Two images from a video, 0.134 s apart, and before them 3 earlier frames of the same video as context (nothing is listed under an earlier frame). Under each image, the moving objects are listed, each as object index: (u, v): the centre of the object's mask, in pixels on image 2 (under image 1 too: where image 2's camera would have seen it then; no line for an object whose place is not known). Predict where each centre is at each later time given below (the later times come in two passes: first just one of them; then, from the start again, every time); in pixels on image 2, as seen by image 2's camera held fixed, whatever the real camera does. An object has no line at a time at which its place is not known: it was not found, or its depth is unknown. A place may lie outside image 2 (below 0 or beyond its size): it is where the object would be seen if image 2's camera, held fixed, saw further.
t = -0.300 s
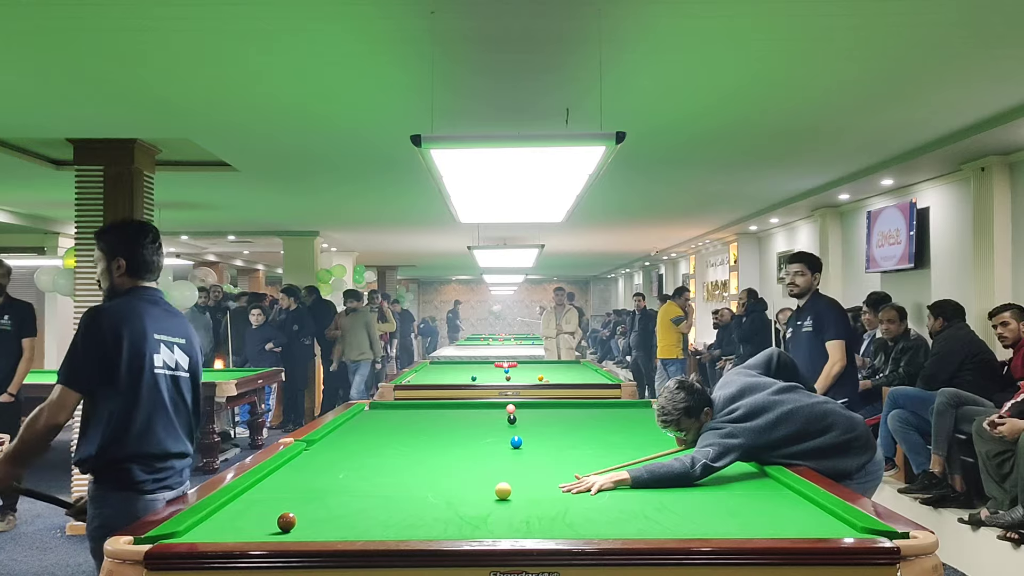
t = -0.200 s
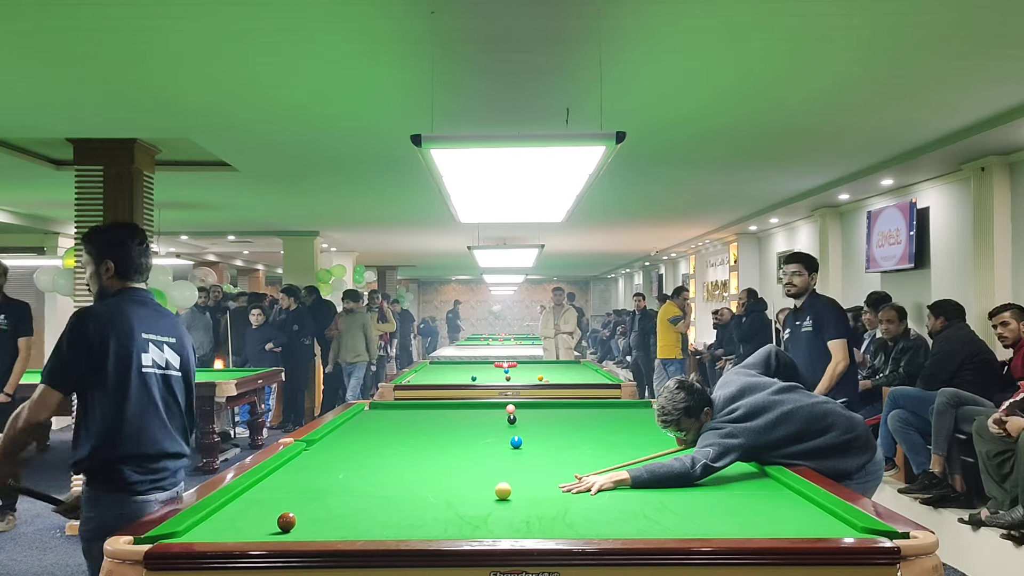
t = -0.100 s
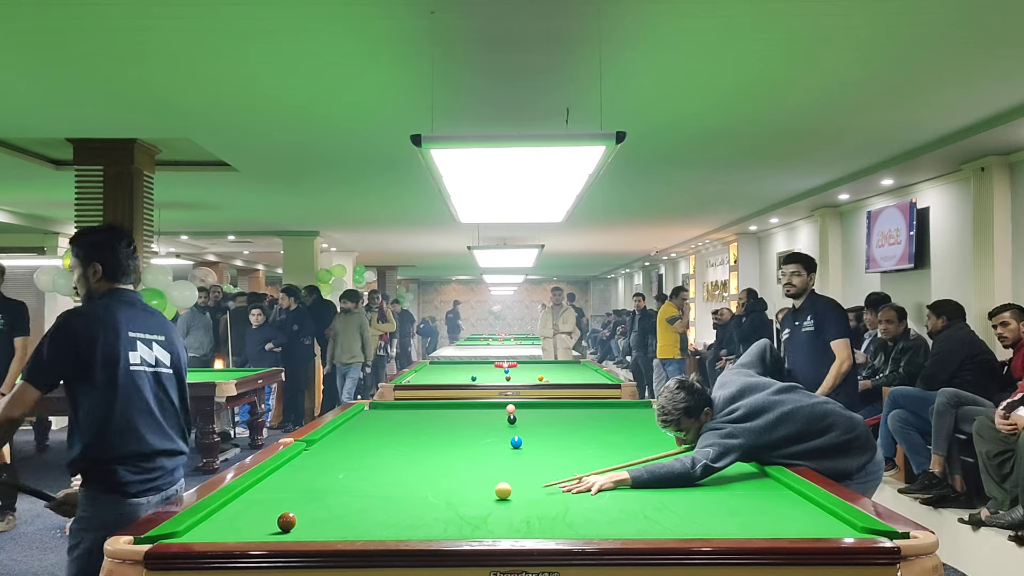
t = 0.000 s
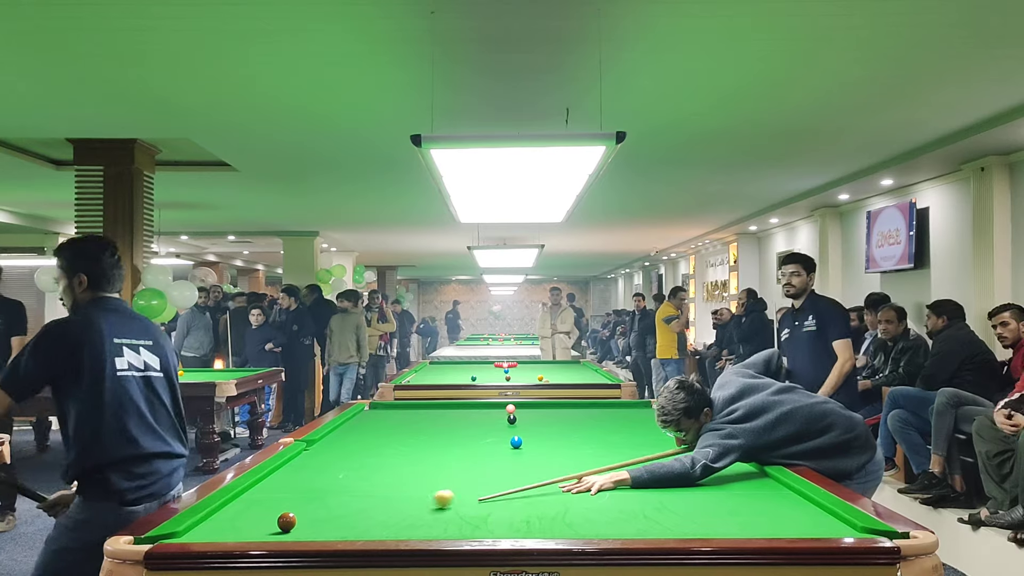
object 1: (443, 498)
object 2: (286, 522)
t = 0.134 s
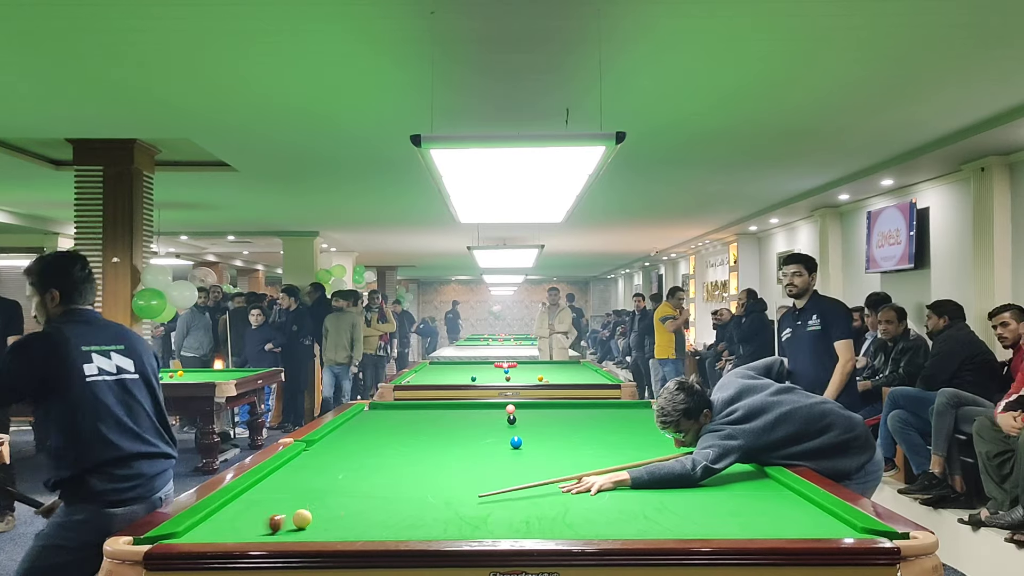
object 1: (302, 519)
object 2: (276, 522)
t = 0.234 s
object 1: (294, 517)
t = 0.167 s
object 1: (298, 518)
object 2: (237, 528)
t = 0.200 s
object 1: (296, 518)
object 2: (195, 533)
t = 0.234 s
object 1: (294, 517)
